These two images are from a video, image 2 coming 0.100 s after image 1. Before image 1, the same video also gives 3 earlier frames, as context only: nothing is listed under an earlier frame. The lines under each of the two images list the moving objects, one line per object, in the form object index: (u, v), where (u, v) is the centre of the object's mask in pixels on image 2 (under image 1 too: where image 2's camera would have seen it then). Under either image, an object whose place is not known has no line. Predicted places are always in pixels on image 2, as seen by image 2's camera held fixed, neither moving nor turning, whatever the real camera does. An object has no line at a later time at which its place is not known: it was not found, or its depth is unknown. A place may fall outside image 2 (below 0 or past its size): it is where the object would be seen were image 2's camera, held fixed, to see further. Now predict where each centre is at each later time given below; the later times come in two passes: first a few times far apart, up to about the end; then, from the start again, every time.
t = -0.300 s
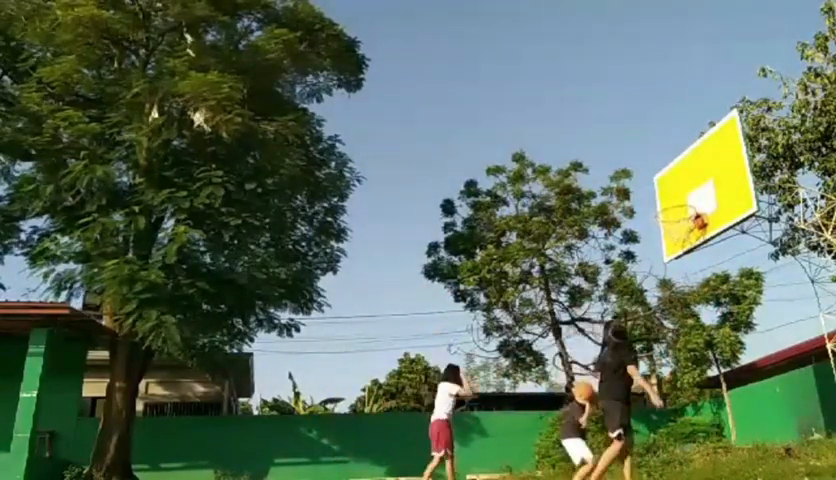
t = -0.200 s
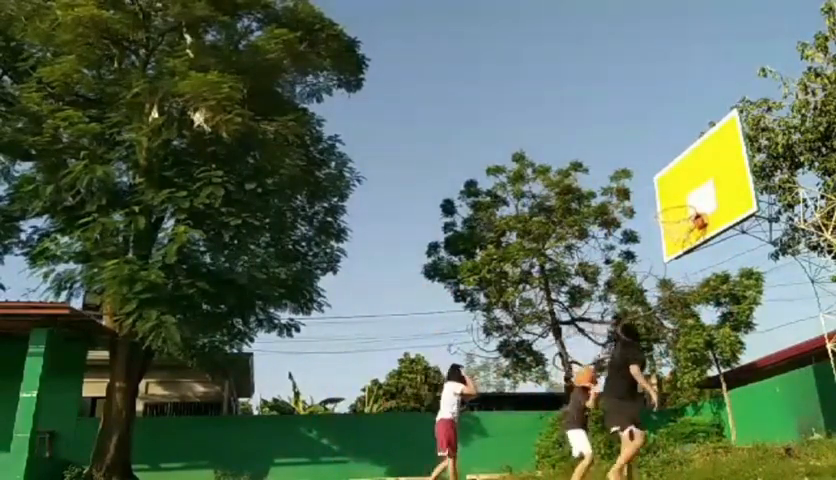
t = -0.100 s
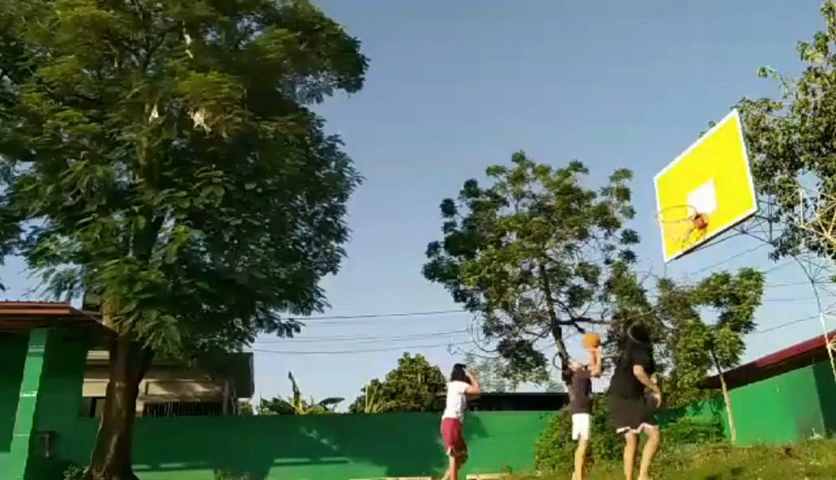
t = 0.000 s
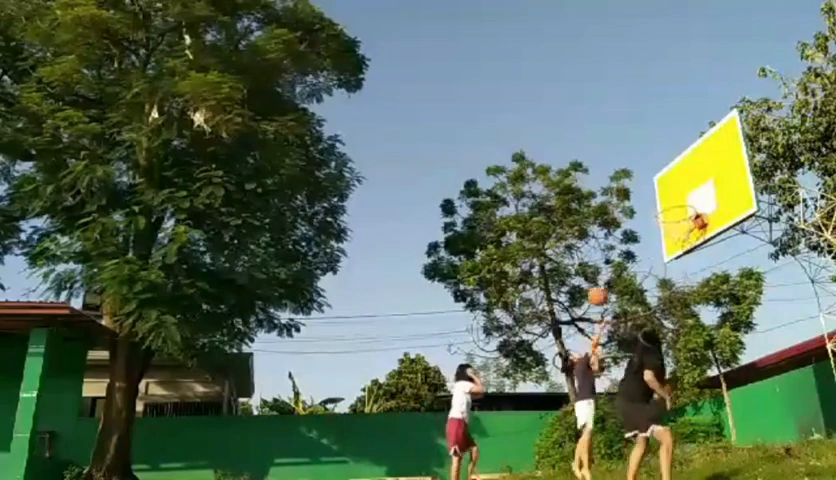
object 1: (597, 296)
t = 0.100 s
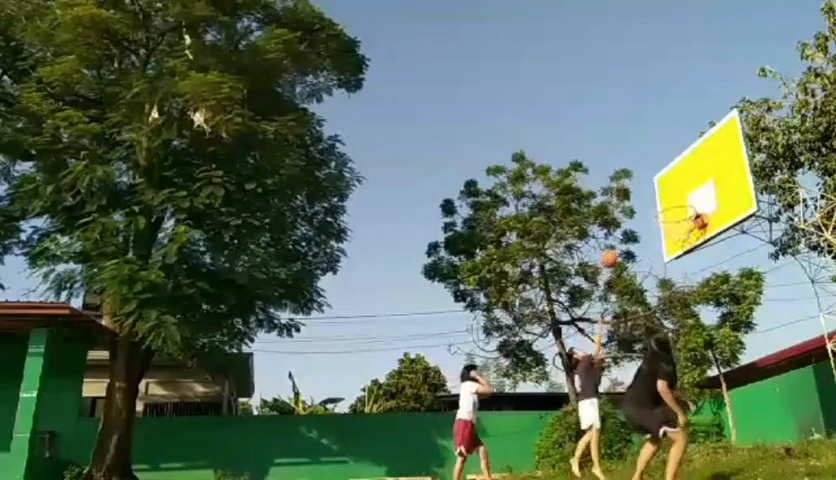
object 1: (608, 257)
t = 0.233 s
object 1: (622, 219)
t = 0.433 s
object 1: (648, 188)
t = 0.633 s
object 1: (679, 183)
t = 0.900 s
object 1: (675, 204)
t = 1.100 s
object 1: (657, 208)
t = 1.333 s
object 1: (648, 223)
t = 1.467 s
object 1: (645, 250)
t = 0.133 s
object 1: (612, 247)
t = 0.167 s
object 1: (615, 237)
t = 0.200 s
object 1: (618, 228)
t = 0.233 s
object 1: (622, 219)
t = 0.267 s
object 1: (625, 212)
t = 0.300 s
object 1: (630, 207)
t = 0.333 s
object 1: (634, 201)
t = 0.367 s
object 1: (638, 195)
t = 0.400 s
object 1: (643, 192)
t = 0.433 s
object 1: (648, 188)
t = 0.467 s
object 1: (652, 185)
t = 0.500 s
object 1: (657, 183)
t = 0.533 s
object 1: (662, 182)
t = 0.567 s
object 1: (667, 182)
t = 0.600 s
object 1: (673, 182)
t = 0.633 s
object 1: (679, 183)
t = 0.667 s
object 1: (684, 185)
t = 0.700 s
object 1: (691, 188)
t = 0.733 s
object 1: (692, 191)
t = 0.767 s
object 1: (690, 193)
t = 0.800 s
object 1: (689, 197)
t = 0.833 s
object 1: (687, 202)
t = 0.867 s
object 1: (681, 203)
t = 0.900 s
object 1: (675, 204)
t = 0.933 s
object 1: (669, 206)
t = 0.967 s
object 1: (665, 206)
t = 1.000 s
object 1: (664, 206)
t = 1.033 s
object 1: (661, 207)
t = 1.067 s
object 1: (659, 208)
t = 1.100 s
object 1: (657, 208)
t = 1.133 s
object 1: (655, 209)
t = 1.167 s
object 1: (653, 209)
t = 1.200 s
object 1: (652, 211)
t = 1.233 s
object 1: (650, 213)
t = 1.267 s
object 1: (649, 216)
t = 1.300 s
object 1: (648, 219)
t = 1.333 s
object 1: (648, 223)
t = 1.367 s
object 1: (647, 229)
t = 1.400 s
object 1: (646, 236)
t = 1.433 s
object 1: (645, 243)
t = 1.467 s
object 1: (645, 250)
